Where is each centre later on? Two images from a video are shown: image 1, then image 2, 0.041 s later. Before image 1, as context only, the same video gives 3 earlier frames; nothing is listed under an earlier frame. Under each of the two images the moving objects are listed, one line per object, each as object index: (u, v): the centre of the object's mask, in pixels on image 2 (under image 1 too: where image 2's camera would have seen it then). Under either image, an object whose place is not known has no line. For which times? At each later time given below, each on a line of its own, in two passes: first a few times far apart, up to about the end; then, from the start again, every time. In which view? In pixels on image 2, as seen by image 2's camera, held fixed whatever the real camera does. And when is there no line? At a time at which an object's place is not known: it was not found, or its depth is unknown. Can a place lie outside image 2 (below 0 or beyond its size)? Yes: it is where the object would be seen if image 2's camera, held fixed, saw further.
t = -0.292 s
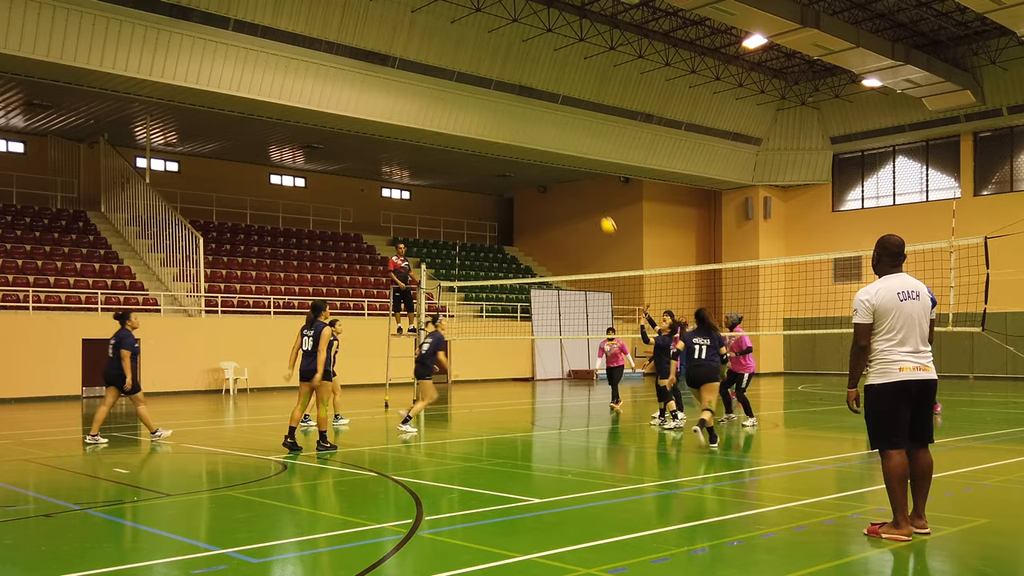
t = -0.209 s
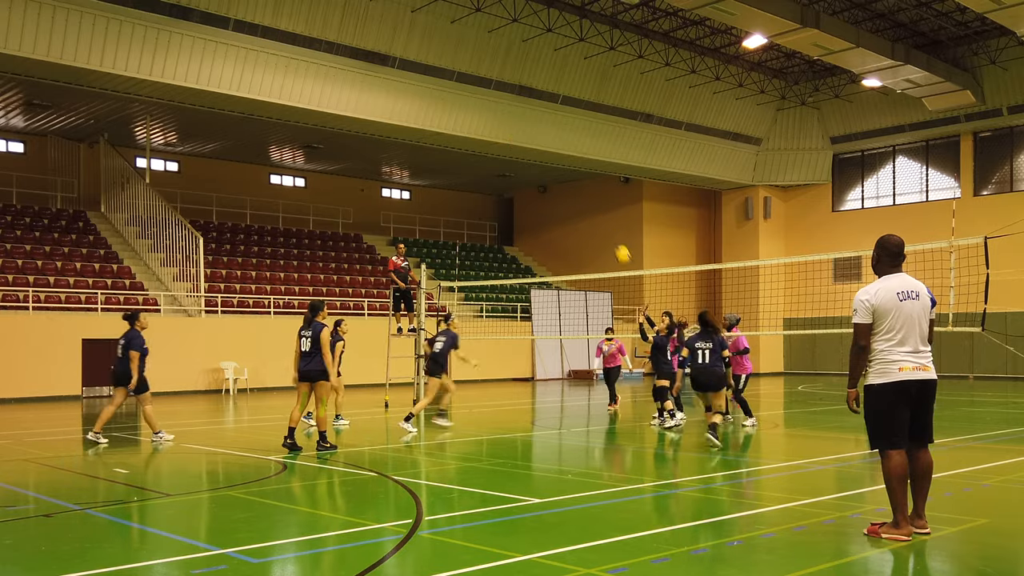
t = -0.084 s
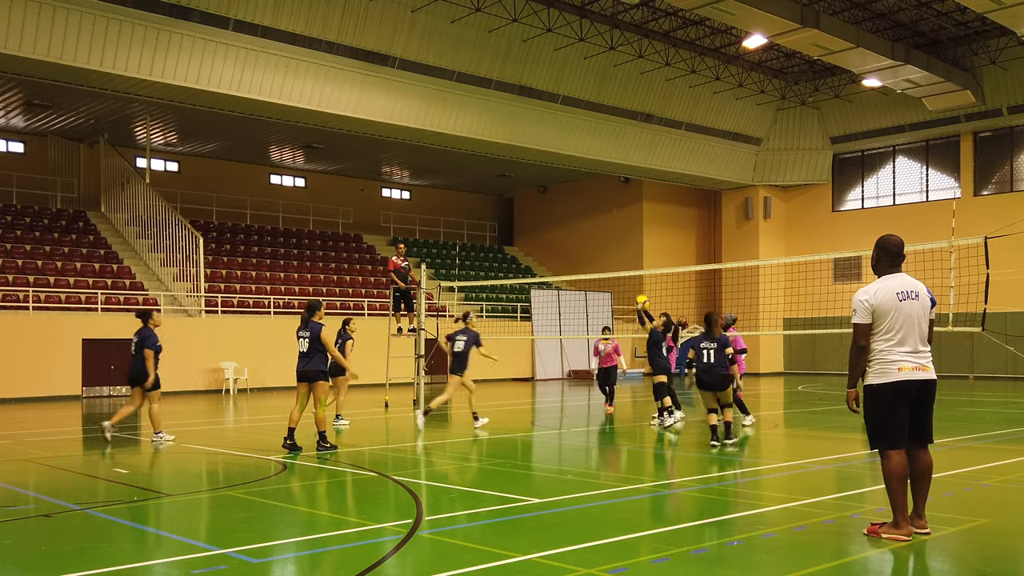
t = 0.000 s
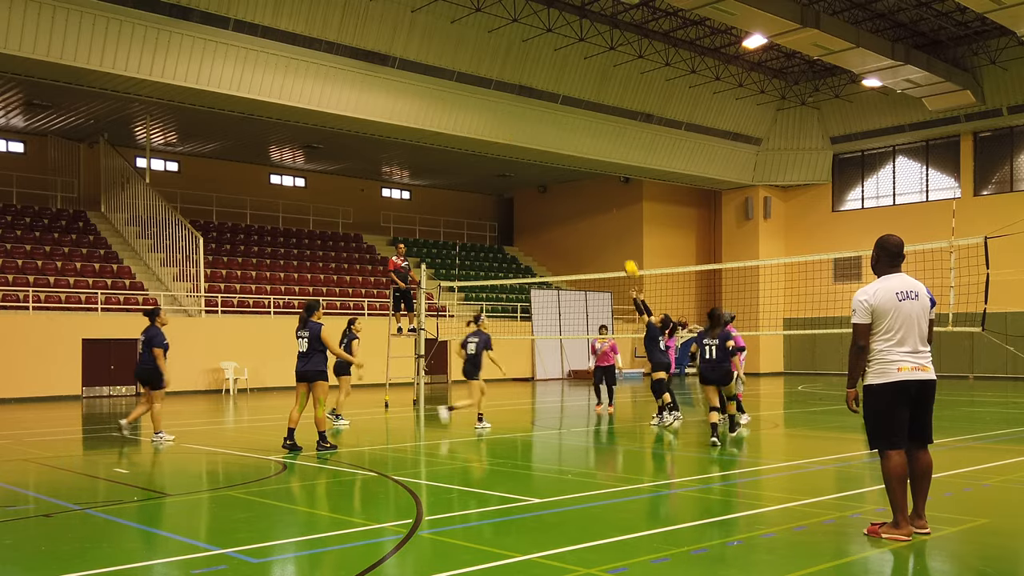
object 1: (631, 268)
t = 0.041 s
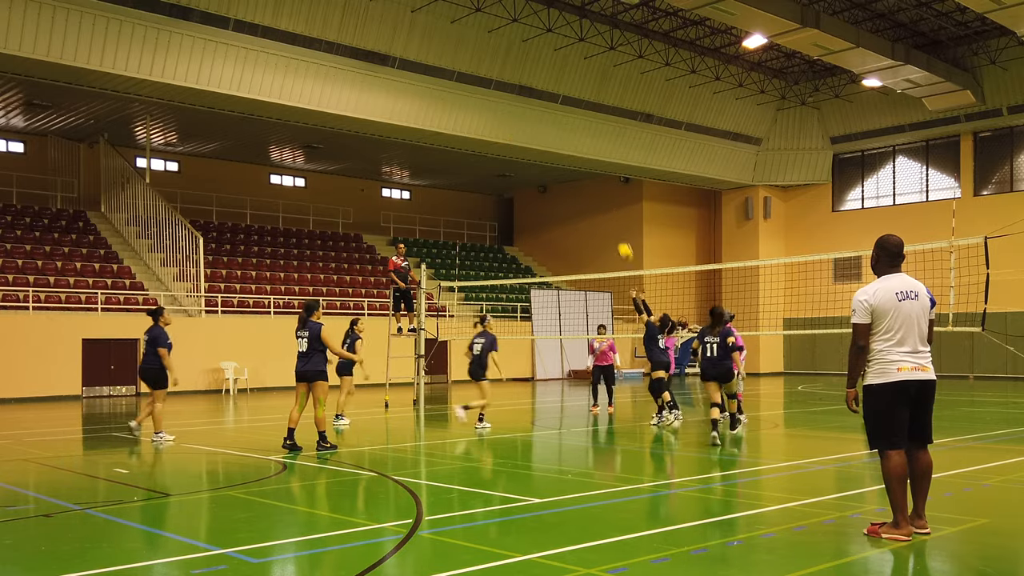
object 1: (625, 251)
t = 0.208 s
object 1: (600, 195)
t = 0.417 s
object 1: (572, 153)
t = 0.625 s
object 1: (545, 142)
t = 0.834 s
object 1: (519, 158)
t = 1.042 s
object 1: (497, 199)
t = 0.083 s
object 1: (619, 234)
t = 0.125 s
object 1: (613, 220)
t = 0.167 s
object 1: (606, 207)
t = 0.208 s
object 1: (600, 195)
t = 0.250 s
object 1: (594, 184)
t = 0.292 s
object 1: (588, 175)
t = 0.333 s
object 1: (583, 167)
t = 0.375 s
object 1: (577, 159)
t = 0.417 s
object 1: (572, 153)
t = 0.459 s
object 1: (566, 149)
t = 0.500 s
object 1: (561, 146)
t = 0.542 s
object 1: (556, 143)
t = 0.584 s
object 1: (550, 142)
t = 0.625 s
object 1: (545, 142)
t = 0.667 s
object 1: (539, 143)
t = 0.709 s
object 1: (534, 145)
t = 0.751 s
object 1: (529, 148)
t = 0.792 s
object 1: (524, 153)
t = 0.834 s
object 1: (519, 158)
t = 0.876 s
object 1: (515, 164)
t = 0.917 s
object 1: (510, 171)
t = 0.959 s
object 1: (506, 180)
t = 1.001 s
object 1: (501, 189)
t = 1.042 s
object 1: (497, 199)
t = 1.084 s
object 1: (492, 210)
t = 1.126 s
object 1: (488, 221)
